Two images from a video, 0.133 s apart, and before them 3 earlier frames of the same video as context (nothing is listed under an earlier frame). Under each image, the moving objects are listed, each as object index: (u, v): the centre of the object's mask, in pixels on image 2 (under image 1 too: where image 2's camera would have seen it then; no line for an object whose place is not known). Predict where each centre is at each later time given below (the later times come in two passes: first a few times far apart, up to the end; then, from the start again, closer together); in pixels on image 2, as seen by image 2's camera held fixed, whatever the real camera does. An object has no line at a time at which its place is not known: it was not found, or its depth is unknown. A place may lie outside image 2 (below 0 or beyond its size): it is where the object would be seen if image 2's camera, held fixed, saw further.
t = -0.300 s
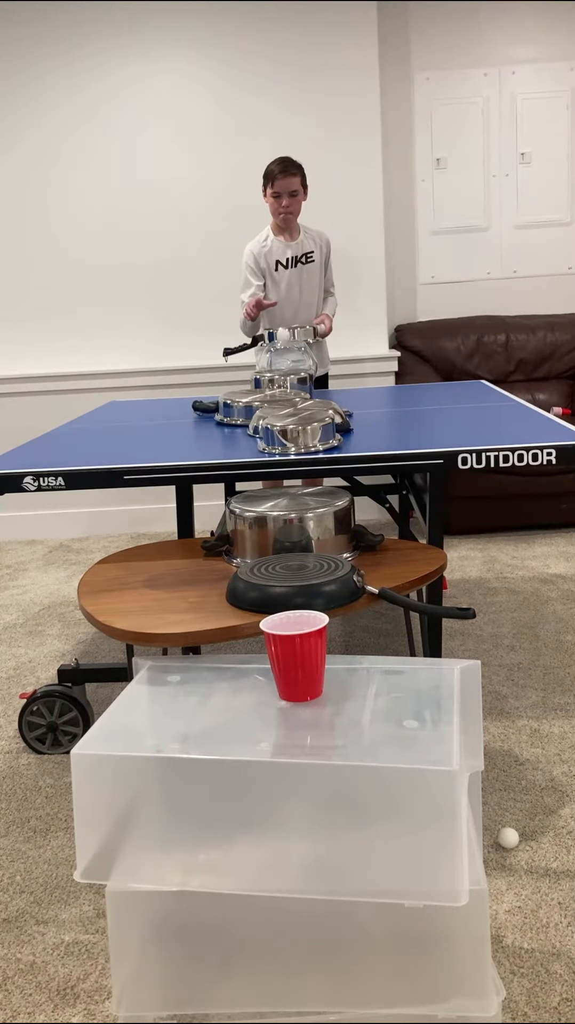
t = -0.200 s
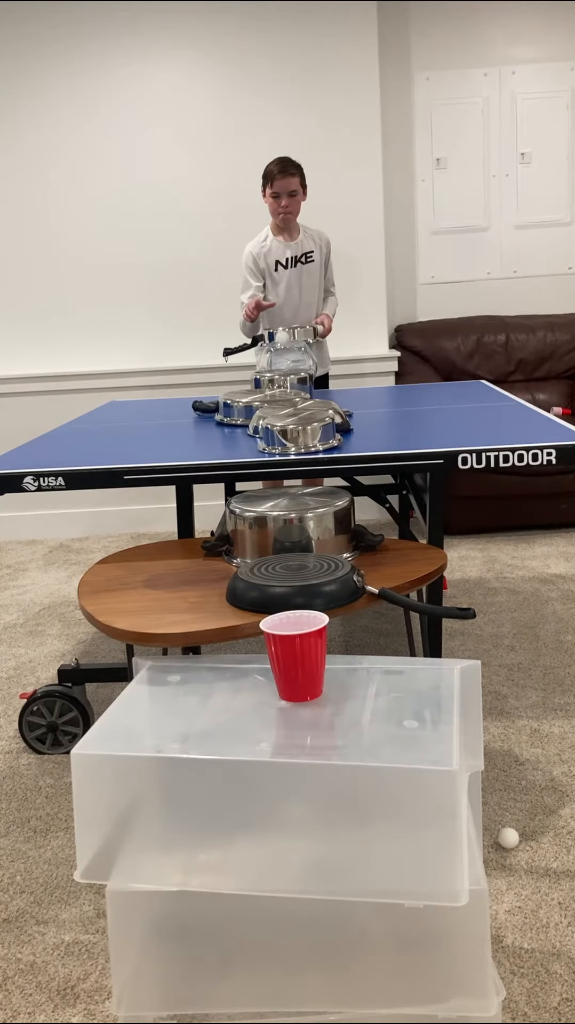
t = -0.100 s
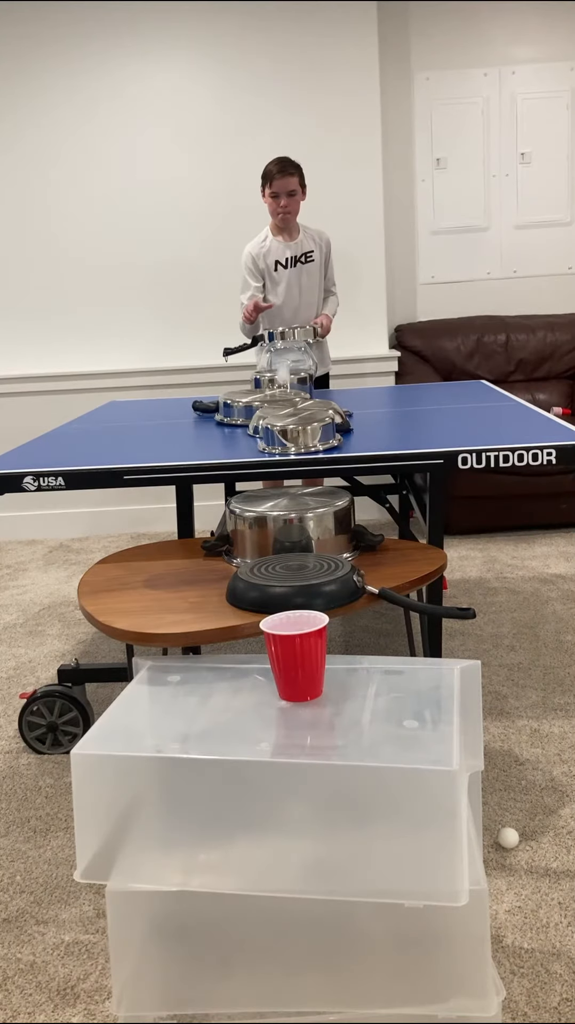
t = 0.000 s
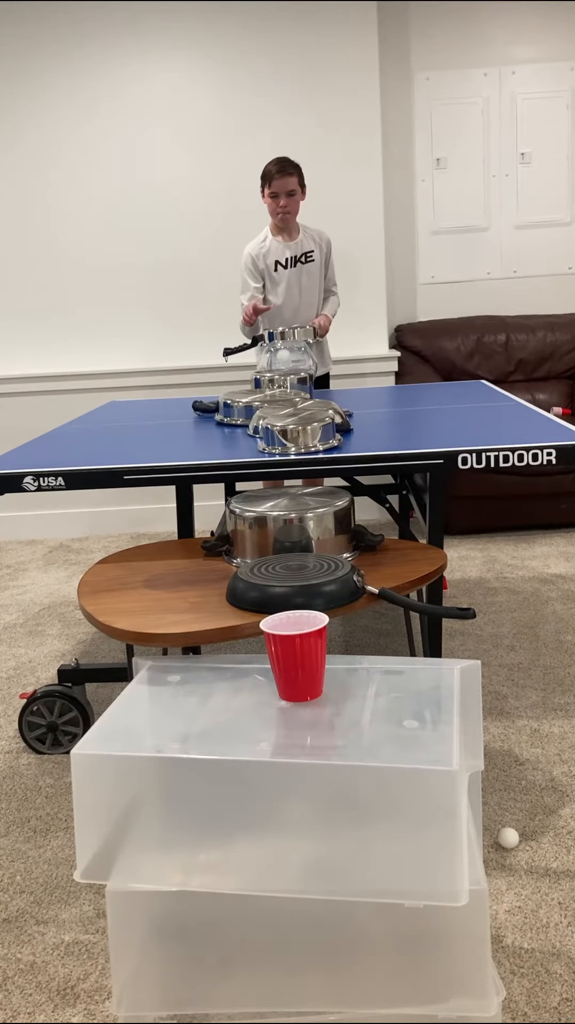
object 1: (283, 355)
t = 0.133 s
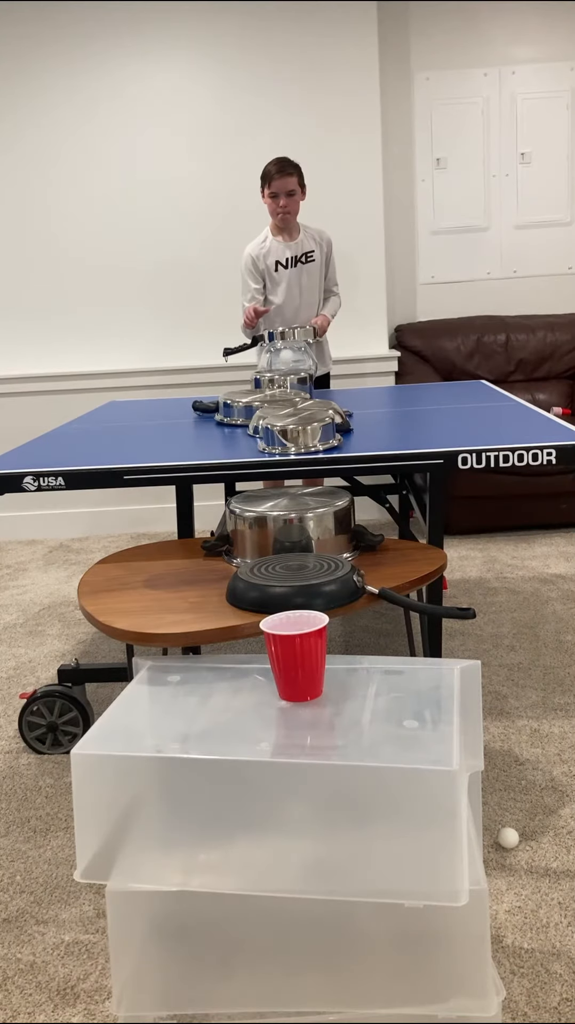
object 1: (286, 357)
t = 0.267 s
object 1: (290, 386)
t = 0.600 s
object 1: (285, 393)
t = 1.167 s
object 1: (284, 551)
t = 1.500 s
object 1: (282, 616)
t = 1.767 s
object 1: (313, 613)
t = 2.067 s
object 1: (294, 619)
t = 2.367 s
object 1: (285, 618)
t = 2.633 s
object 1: (281, 620)
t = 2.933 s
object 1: (280, 620)
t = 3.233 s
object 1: (279, 620)
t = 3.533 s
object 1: (280, 620)
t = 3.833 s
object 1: (280, 620)
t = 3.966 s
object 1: (280, 620)
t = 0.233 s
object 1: (291, 399)
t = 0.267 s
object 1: (290, 386)
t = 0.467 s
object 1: (288, 396)
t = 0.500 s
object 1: (288, 403)
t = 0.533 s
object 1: (286, 396)
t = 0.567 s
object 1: (285, 392)
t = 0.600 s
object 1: (285, 393)
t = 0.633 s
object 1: (284, 399)
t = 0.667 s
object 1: (284, 409)
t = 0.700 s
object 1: (284, 427)
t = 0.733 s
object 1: (284, 448)
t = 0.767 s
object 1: (285, 476)
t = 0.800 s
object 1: (284, 470)
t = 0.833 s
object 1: (283, 452)
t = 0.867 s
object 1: (282, 439)
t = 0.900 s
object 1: (281, 431)
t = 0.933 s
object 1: (280, 429)
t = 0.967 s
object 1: (280, 432)
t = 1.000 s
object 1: (280, 441)
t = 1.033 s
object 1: (280, 458)
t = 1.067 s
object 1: (281, 479)
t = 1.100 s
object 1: (283, 504)
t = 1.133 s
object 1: (284, 541)
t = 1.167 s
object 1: (284, 551)
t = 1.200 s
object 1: (282, 530)
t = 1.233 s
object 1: (280, 512)
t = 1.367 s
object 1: (277, 506)
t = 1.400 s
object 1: (278, 522)
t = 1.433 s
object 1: (278, 546)
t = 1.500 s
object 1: (282, 616)
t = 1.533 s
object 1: (291, 605)
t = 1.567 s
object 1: (300, 601)
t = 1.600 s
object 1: (310, 603)
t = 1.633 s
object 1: (319, 608)
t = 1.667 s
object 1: (319, 607)
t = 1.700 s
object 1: (319, 607)
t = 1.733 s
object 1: (317, 608)
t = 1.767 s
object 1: (313, 613)
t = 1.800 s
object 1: (308, 618)
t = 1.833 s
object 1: (307, 620)
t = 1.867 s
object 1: (304, 620)
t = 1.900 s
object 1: (302, 619)
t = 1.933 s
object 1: (300, 619)
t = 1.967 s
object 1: (298, 619)
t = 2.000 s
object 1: (297, 619)
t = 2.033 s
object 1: (296, 619)
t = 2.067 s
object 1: (294, 619)
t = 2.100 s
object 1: (292, 618)
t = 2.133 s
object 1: (291, 619)
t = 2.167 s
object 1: (289, 619)
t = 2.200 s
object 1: (288, 619)
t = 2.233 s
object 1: (287, 619)
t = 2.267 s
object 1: (286, 618)
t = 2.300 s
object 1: (285, 618)
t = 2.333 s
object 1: (285, 618)
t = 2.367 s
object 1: (285, 618)
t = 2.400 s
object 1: (284, 619)
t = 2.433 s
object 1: (283, 619)
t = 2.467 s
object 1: (283, 619)
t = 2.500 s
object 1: (282, 619)
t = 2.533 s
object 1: (282, 618)
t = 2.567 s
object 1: (282, 619)
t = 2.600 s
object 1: (281, 619)
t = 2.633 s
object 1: (281, 620)
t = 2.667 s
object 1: (281, 619)
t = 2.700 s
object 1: (281, 619)
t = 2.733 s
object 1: (280, 619)
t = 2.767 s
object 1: (280, 619)
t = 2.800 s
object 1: (280, 619)
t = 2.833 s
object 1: (280, 619)
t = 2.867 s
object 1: (280, 619)
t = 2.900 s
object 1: (280, 620)
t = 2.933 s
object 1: (280, 620)
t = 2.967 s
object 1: (280, 620)
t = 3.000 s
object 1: (280, 620)
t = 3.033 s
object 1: (280, 620)
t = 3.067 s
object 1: (280, 620)
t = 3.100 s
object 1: (280, 620)
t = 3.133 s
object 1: (280, 620)
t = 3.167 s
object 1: (280, 620)
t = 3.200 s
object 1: (280, 620)
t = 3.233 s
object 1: (279, 620)
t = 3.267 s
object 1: (280, 620)
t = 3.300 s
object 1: (279, 620)
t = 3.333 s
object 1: (279, 620)
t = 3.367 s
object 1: (279, 620)
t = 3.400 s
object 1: (279, 620)
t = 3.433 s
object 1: (280, 620)
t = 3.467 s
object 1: (279, 620)
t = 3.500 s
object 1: (280, 620)
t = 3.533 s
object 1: (280, 620)
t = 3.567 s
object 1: (280, 620)
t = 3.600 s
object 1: (280, 620)
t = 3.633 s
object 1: (280, 620)
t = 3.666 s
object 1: (280, 620)
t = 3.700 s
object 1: (280, 620)
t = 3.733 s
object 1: (280, 620)
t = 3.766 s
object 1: (280, 620)
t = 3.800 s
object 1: (280, 620)
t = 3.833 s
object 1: (280, 620)
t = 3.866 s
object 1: (280, 620)
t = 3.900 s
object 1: (280, 620)
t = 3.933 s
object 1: (280, 620)
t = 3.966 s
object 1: (280, 620)
